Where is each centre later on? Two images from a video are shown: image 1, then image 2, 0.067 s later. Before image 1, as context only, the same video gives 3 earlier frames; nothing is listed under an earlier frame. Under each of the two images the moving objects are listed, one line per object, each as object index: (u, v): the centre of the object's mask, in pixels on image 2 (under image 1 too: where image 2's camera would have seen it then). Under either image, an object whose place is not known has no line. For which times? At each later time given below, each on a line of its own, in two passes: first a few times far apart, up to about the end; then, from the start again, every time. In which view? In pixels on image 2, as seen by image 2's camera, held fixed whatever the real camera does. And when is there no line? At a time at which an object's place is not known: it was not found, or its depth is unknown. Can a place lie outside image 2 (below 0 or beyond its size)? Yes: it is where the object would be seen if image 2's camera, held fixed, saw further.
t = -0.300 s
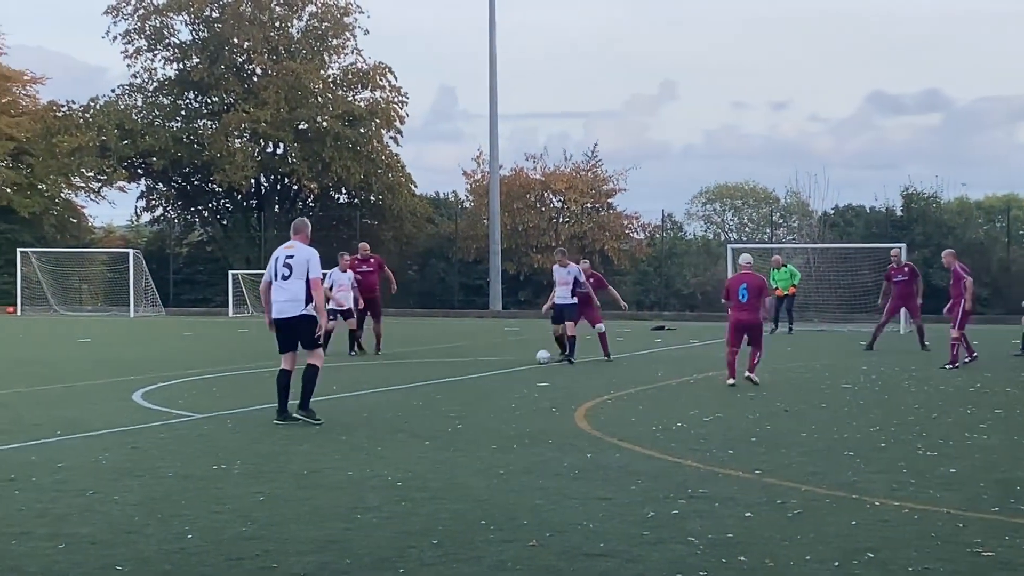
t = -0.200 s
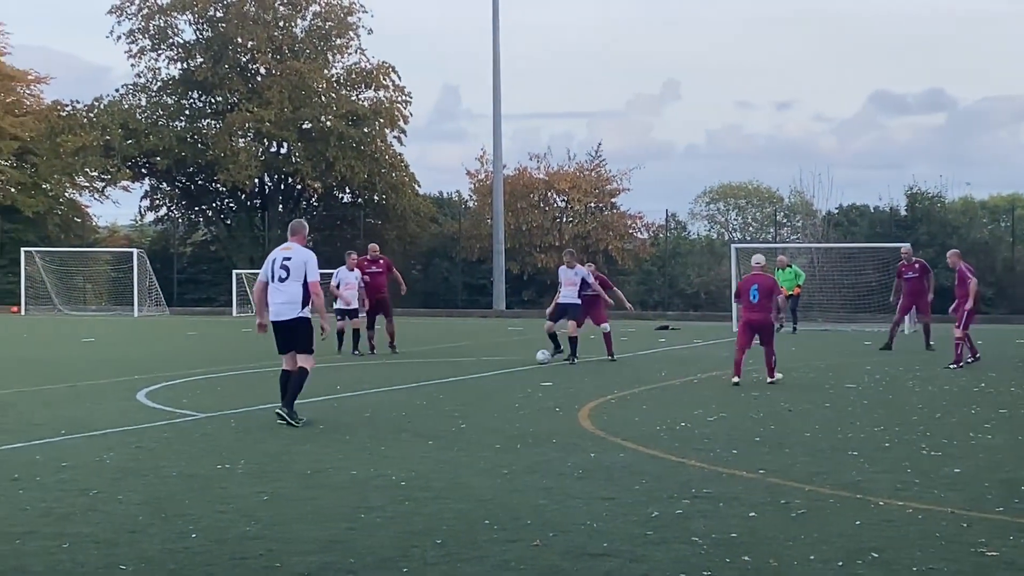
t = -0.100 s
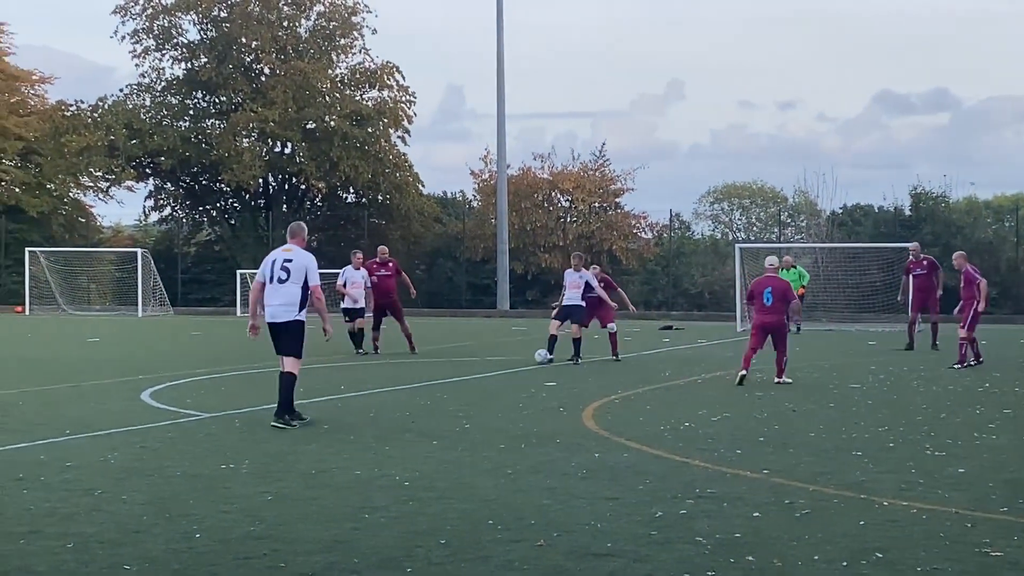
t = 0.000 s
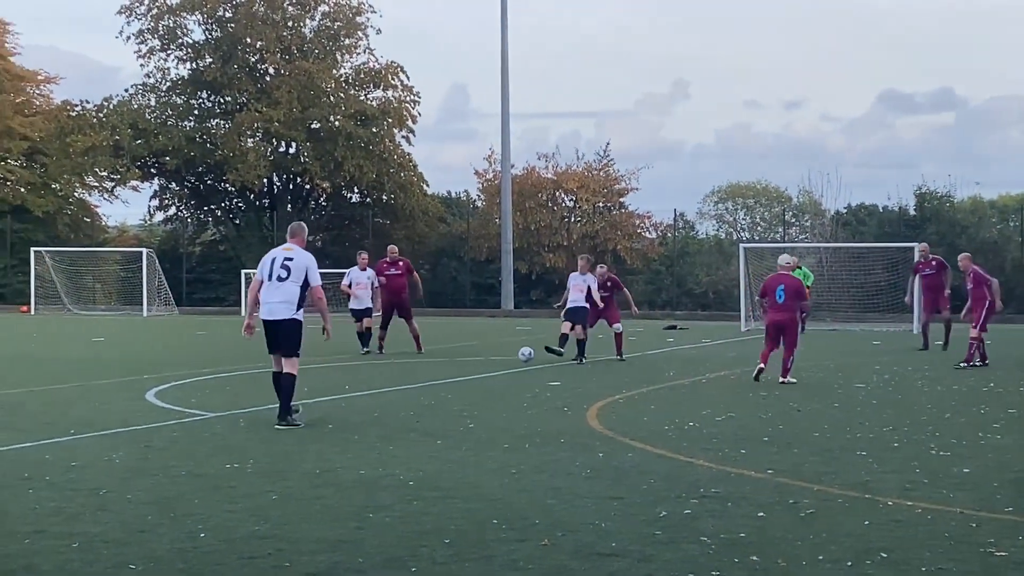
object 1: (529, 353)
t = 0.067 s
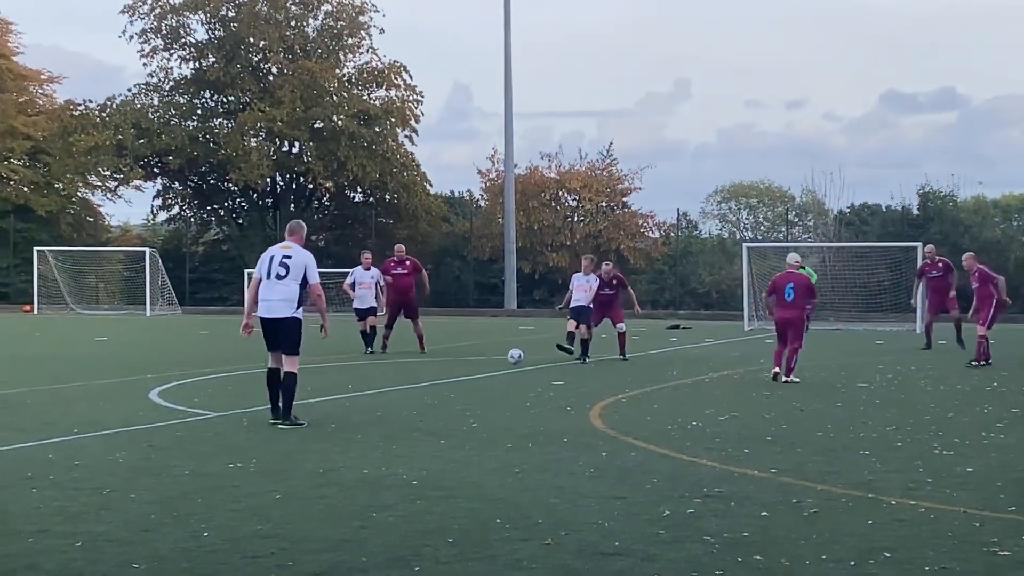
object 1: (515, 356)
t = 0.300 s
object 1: (469, 366)
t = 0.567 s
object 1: (417, 377)
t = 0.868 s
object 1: (365, 386)
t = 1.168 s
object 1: (313, 398)
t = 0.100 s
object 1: (509, 359)
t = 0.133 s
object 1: (501, 362)
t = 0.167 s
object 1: (495, 366)
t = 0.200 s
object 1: (488, 366)
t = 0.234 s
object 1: (482, 365)
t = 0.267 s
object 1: (475, 365)
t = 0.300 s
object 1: (469, 366)
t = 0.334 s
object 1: (462, 368)
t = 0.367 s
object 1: (456, 371)
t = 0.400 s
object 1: (449, 374)
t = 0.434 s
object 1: (443, 373)
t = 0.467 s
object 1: (436, 373)
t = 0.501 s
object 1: (430, 373)
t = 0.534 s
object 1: (424, 374)
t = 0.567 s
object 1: (417, 377)
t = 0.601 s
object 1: (411, 381)
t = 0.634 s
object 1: (405, 380)
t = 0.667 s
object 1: (399, 379)
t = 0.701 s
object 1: (393, 379)
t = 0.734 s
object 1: (388, 380)
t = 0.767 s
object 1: (382, 383)
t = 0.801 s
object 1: (376, 387)
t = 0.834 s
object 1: (370, 387)
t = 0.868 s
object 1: (365, 386)
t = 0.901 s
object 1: (359, 387)
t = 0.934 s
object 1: (353, 389)
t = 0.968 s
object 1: (348, 392)
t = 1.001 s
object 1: (342, 392)
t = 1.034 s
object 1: (337, 391)
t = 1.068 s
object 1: (331, 392)
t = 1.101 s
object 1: (325, 393)
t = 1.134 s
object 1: (319, 397)
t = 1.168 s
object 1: (313, 398)
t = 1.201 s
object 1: (307, 397)
